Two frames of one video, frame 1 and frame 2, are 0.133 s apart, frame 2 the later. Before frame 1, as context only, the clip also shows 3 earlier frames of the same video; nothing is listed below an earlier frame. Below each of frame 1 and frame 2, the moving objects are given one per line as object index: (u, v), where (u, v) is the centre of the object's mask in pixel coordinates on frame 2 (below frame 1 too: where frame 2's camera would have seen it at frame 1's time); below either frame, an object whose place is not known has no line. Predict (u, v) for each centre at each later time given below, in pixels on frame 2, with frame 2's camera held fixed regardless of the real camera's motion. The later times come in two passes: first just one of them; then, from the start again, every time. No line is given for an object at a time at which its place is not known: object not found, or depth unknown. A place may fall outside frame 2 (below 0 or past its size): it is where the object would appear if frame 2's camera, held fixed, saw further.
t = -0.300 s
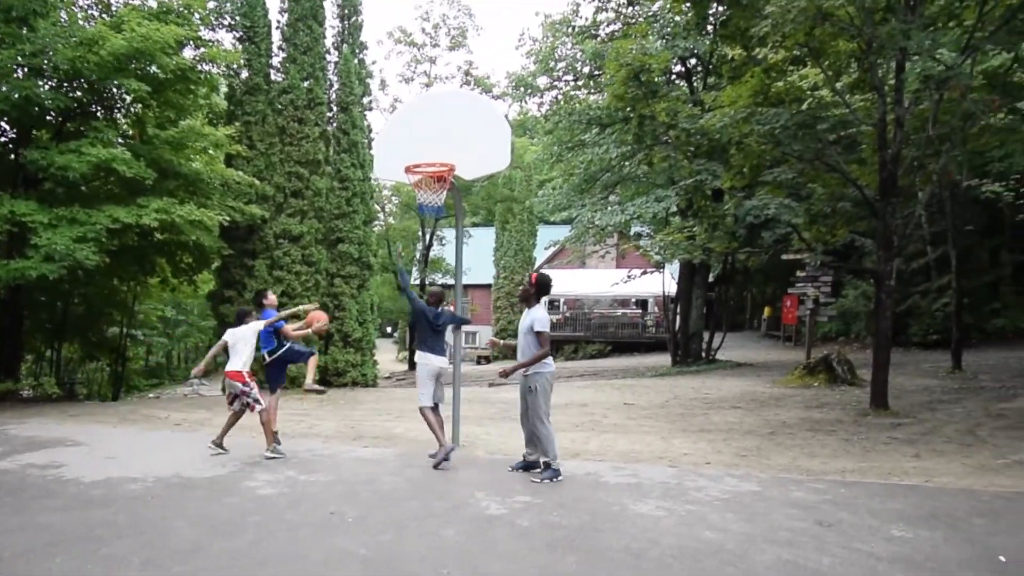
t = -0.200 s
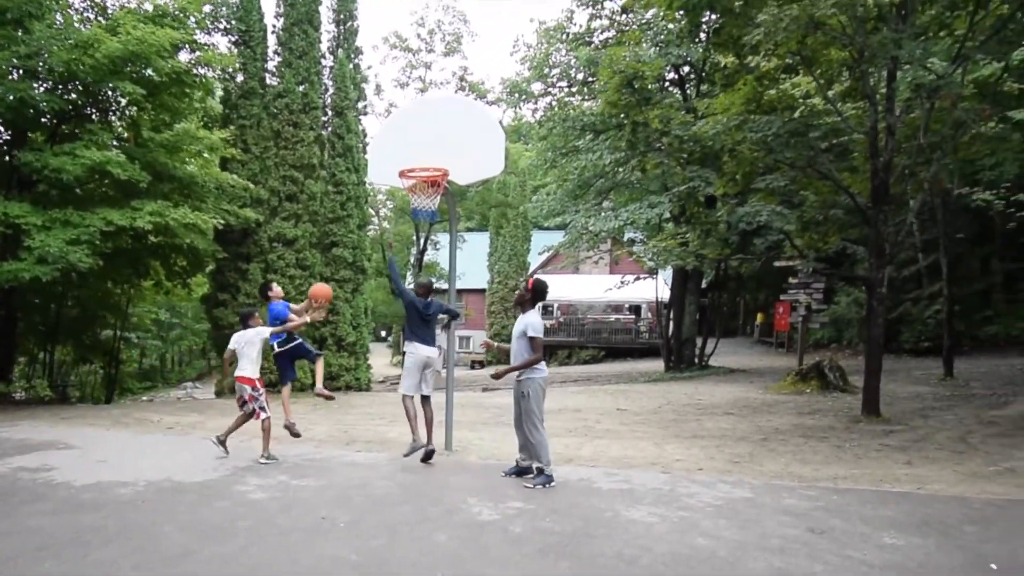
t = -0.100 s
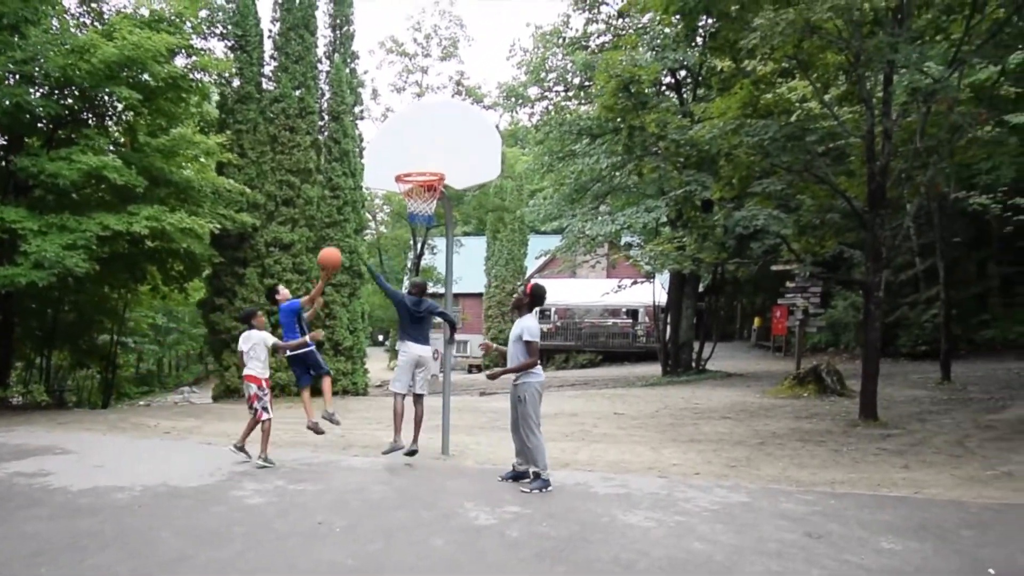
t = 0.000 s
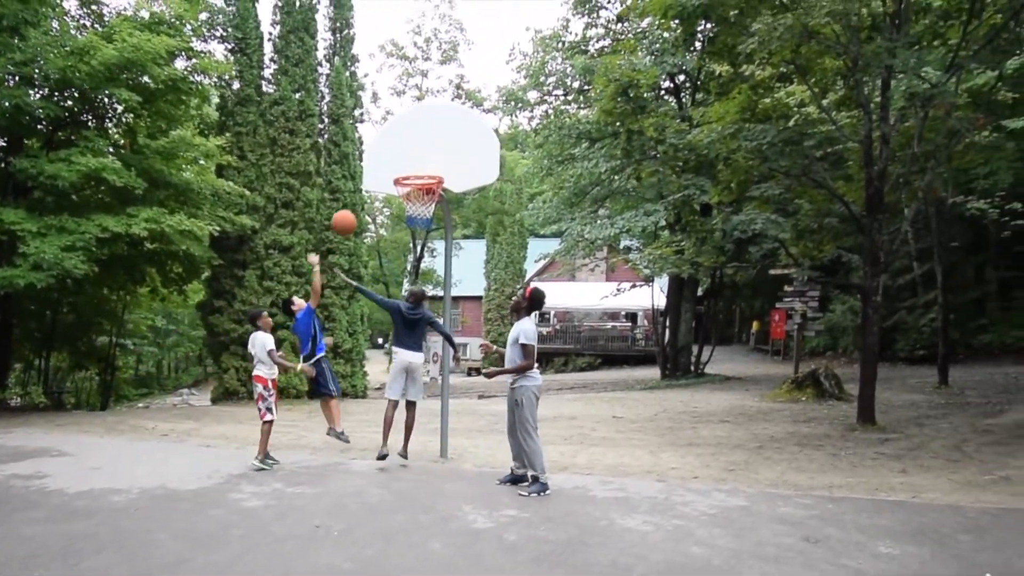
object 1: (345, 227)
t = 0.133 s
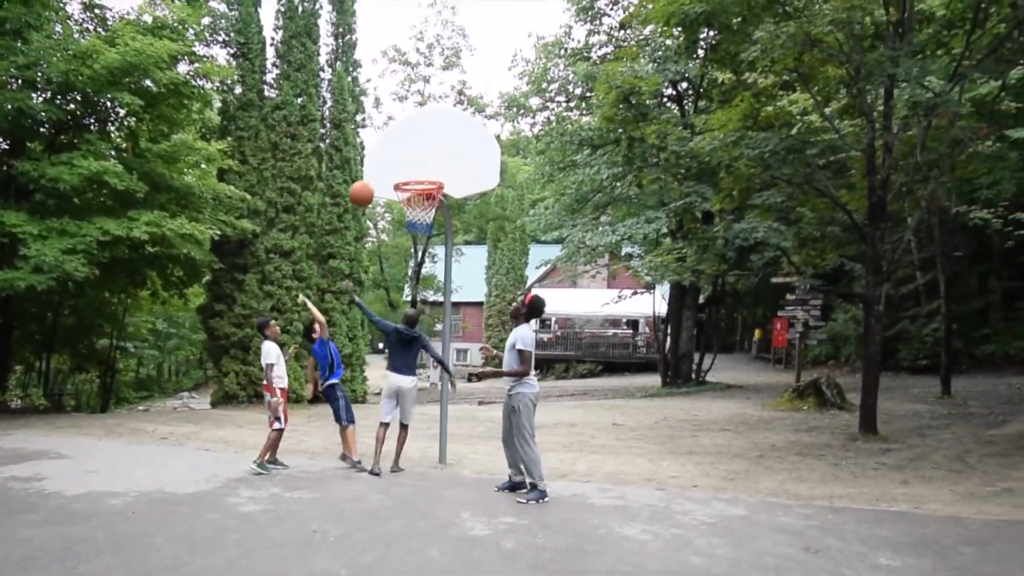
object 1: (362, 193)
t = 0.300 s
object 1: (387, 171)
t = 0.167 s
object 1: (367, 186)
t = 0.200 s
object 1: (373, 180)
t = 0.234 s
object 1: (376, 177)
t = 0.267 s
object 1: (382, 173)
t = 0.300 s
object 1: (387, 171)
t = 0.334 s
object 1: (390, 170)
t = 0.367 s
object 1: (396, 171)
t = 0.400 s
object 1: (402, 172)
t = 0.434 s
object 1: (404, 173)
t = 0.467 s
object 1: (410, 175)
